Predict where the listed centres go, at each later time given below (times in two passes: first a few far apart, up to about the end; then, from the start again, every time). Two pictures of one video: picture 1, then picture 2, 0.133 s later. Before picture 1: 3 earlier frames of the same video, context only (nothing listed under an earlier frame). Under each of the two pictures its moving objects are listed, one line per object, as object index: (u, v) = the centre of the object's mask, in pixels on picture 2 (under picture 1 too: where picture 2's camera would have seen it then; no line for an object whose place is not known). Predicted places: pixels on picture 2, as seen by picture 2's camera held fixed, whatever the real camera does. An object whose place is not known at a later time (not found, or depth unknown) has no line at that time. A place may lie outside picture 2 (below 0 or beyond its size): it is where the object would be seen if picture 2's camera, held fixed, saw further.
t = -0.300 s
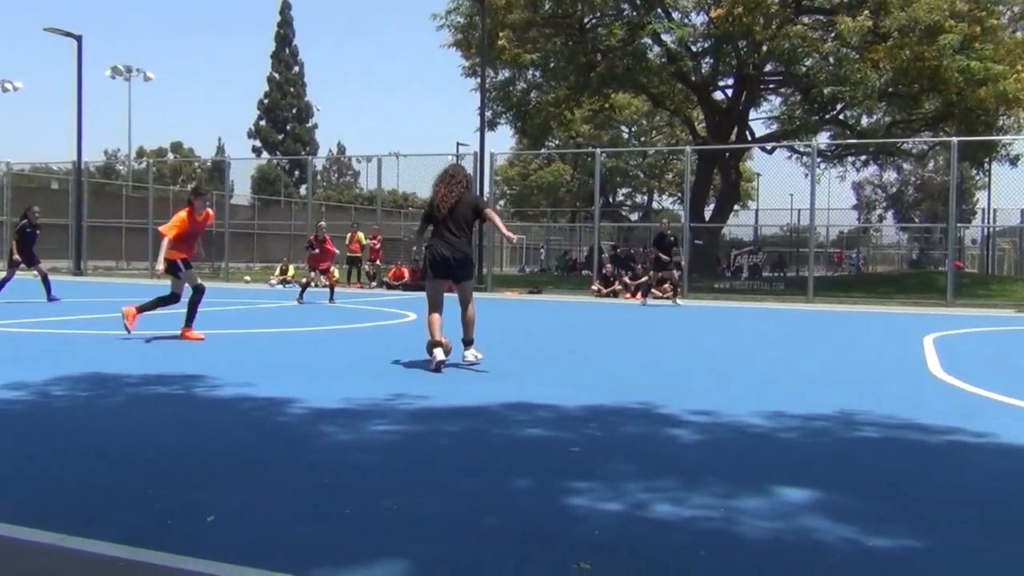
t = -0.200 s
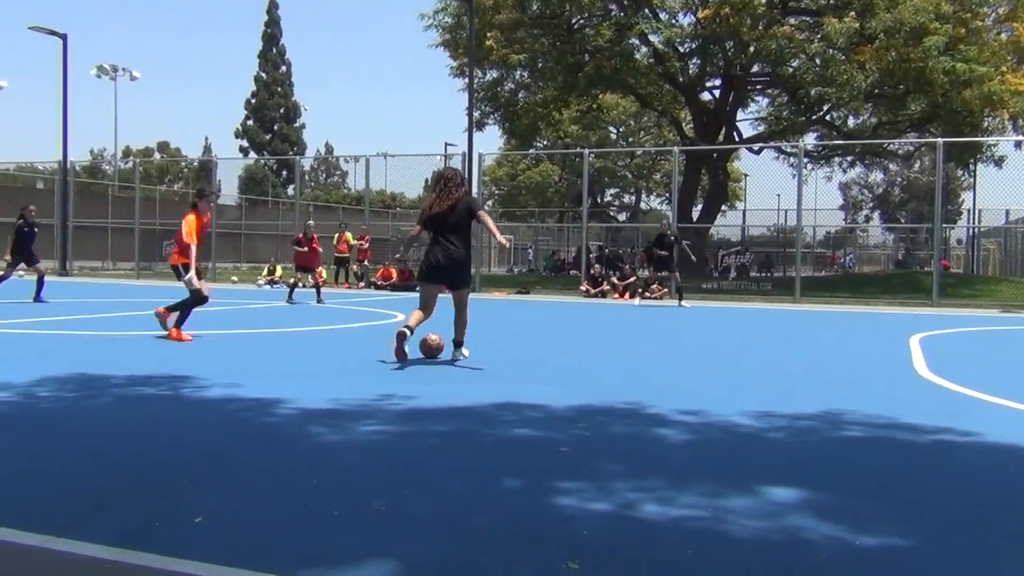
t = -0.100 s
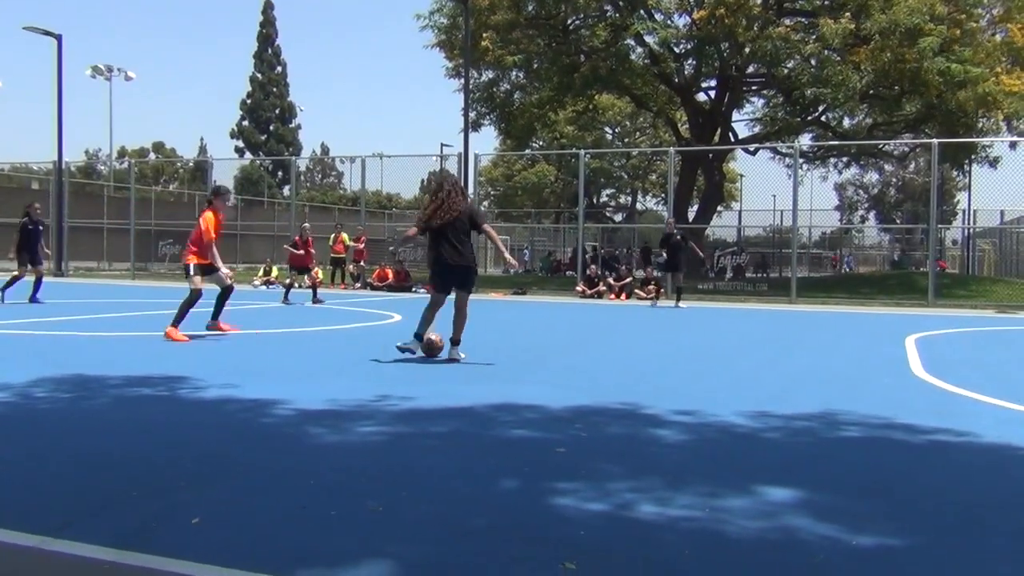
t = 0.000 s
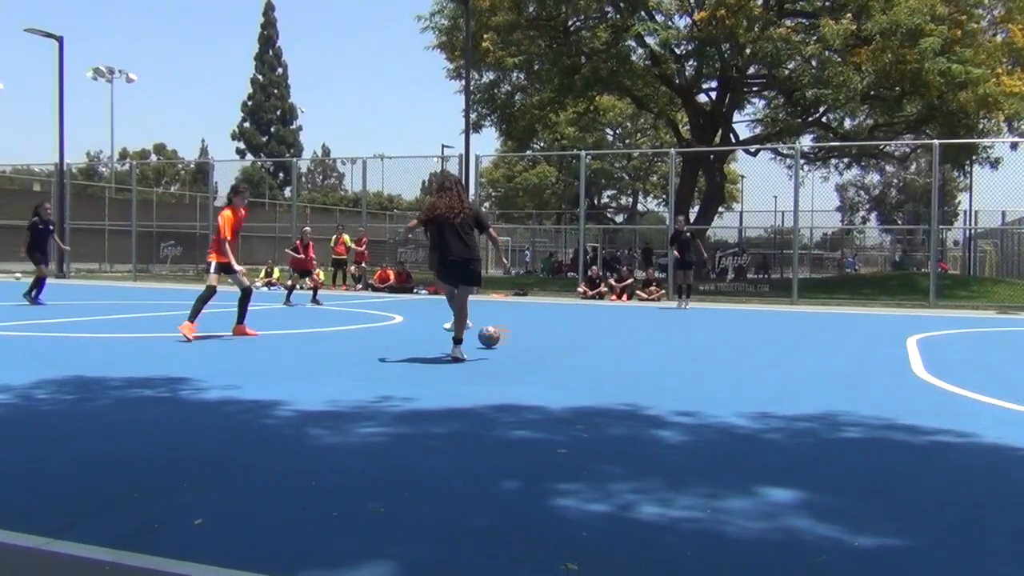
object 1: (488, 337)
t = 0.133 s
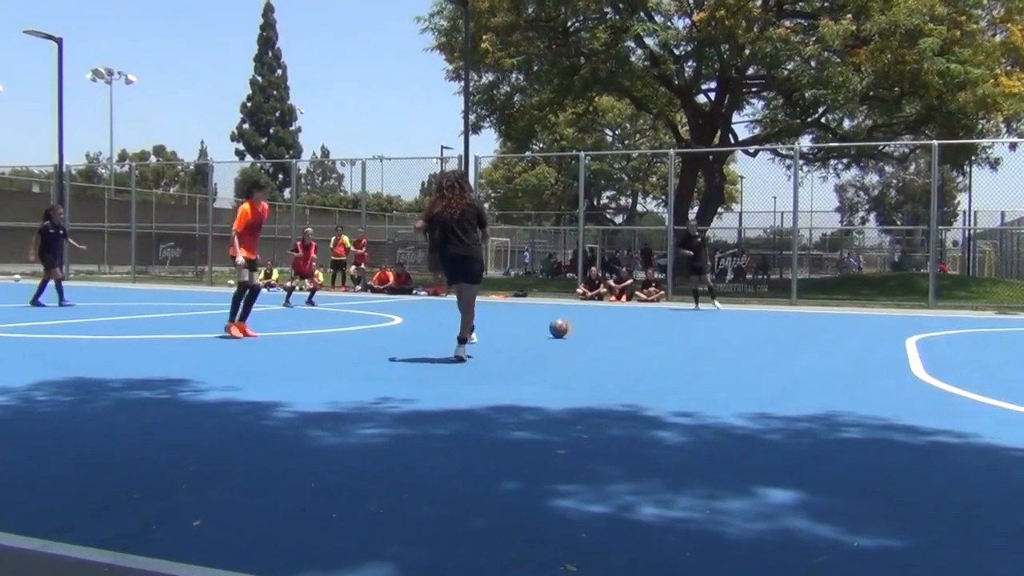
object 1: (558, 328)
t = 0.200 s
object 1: (584, 323)
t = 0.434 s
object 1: (646, 317)
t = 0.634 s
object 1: (682, 312)
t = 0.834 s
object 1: (711, 307)
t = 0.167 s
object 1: (571, 325)
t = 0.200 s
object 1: (584, 323)
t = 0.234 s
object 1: (595, 323)
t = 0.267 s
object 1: (606, 323)
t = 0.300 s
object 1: (615, 321)
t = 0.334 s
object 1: (624, 321)
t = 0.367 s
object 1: (632, 320)
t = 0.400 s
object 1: (639, 319)
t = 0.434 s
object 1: (646, 317)
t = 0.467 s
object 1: (653, 316)
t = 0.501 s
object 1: (659, 316)
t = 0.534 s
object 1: (665, 314)
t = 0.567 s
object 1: (671, 314)
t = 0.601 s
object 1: (677, 312)
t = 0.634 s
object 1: (682, 312)
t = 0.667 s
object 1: (688, 311)
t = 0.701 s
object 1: (693, 310)
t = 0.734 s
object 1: (698, 310)
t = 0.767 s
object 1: (702, 309)
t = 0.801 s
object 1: (707, 308)
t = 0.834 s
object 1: (711, 307)
